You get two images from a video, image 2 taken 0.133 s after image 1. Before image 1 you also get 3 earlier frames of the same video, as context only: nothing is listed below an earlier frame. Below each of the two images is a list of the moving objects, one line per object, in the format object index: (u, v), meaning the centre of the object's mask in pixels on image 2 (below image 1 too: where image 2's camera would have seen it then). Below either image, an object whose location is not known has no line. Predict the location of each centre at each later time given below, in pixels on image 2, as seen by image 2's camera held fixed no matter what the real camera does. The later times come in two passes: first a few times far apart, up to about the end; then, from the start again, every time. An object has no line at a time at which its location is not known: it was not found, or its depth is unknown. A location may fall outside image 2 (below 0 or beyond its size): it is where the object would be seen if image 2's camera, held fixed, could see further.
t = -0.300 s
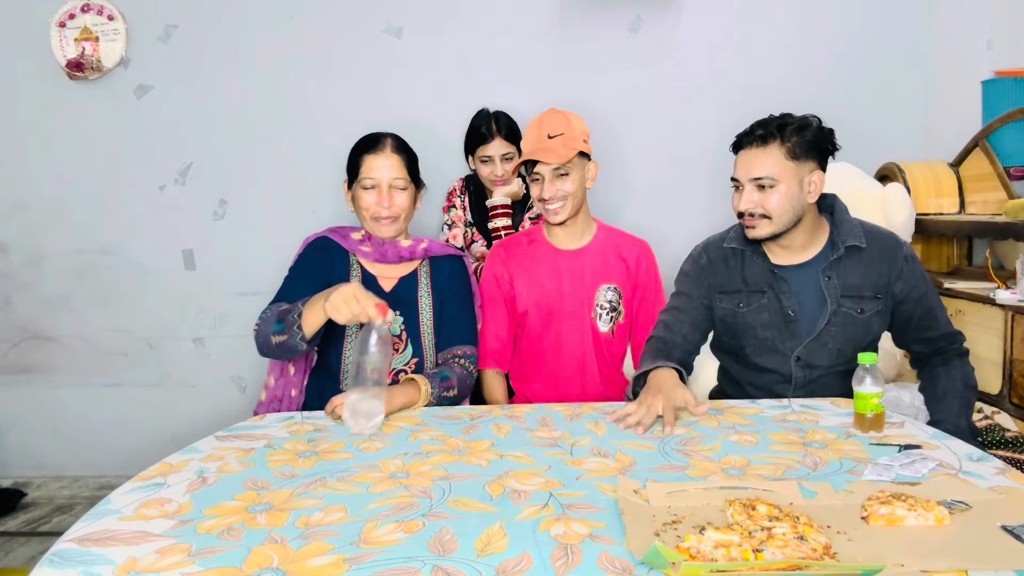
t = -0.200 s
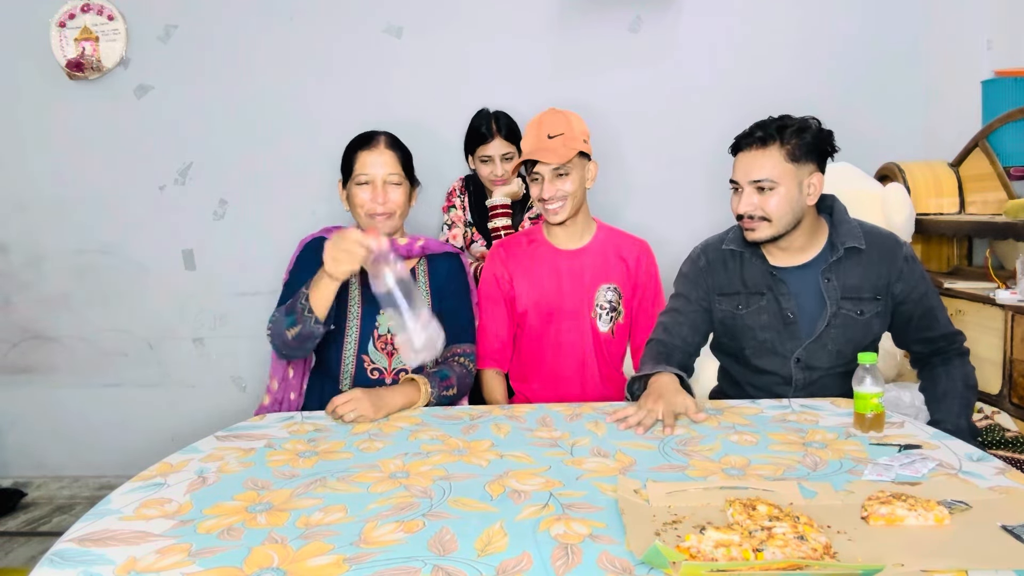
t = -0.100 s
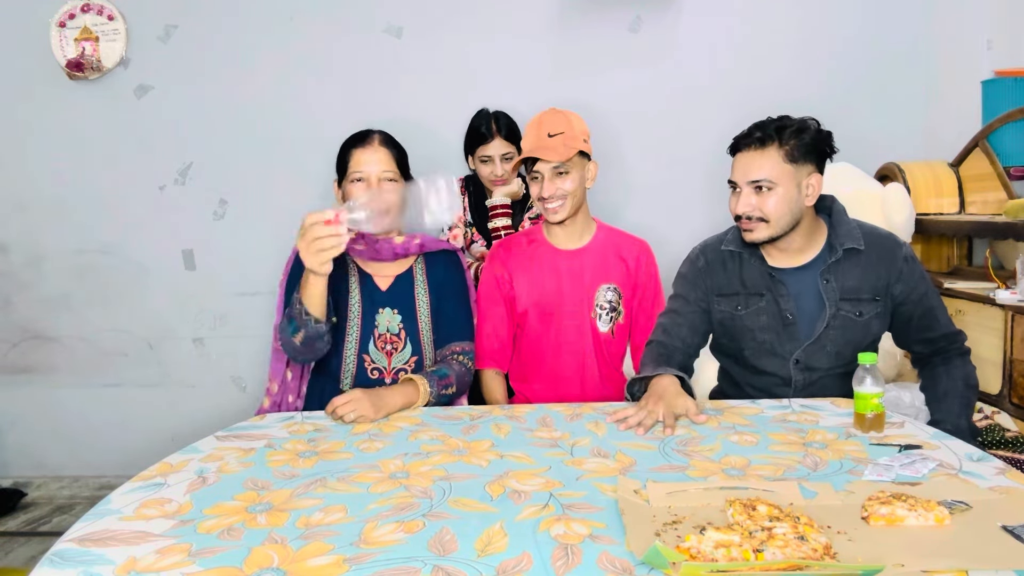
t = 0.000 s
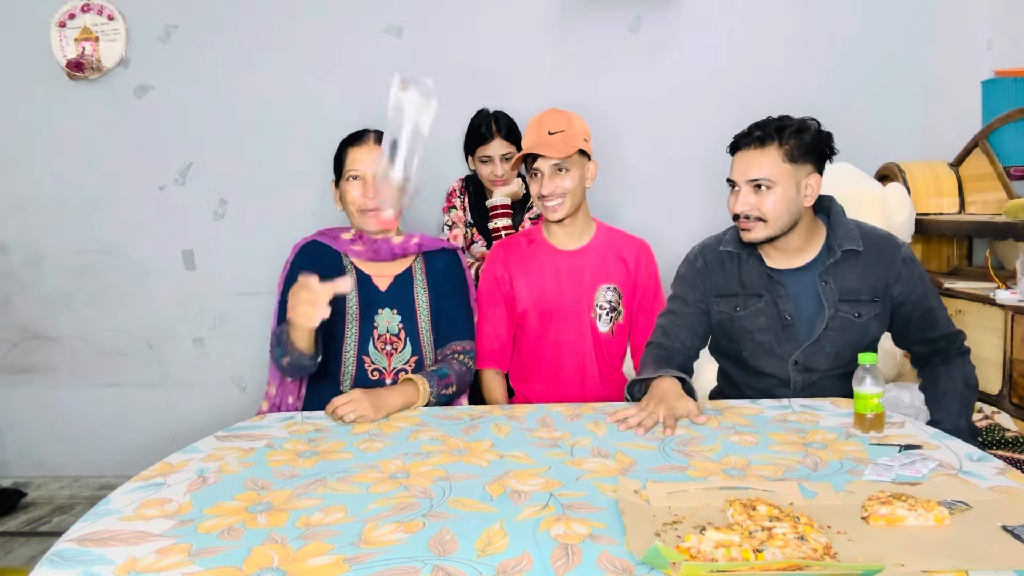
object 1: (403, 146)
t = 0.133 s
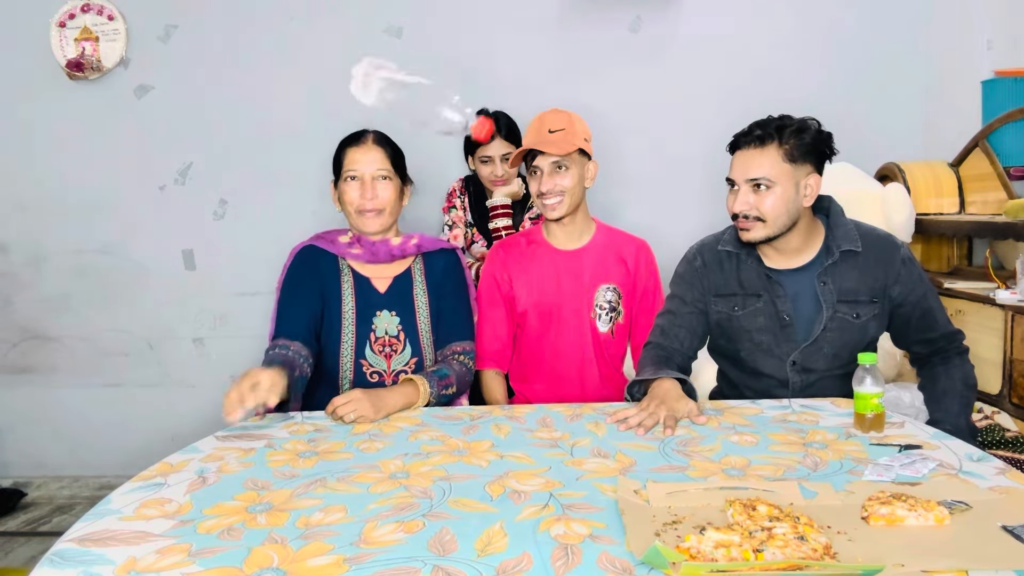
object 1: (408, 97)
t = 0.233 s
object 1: (404, 137)
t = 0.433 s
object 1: (362, 422)
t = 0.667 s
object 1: (329, 429)
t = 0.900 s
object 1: (285, 478)
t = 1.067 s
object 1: (311, 474)
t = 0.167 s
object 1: (413, 105)
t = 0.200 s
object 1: (409, 116)
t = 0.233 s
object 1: (404, 137)
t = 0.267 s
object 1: (393, 169)
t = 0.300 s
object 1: (382, 211)
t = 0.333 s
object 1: (376, 259)
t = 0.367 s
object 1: (371, 313)
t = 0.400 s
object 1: (367, 367)
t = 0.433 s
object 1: (362, 422)
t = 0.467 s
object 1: (356, 422)
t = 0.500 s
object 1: (353, 424)
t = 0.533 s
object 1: (351, 425)
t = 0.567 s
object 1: (348, 423)
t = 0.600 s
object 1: (343, 424)
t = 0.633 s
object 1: (337, 427)
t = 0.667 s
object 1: (329, 429)
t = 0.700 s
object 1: (343, 455)
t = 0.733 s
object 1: (345, 465)
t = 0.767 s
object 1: (336, 467)
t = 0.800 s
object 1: (319, 470)
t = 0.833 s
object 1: (316, 470)
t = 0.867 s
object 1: (315, 470)
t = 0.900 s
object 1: (285, 478)
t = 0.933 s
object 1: (311, 474)
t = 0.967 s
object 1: (308, 475)
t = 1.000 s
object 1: (309, 475)
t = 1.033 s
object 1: (310, 475)
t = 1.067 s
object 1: (311, 474)
